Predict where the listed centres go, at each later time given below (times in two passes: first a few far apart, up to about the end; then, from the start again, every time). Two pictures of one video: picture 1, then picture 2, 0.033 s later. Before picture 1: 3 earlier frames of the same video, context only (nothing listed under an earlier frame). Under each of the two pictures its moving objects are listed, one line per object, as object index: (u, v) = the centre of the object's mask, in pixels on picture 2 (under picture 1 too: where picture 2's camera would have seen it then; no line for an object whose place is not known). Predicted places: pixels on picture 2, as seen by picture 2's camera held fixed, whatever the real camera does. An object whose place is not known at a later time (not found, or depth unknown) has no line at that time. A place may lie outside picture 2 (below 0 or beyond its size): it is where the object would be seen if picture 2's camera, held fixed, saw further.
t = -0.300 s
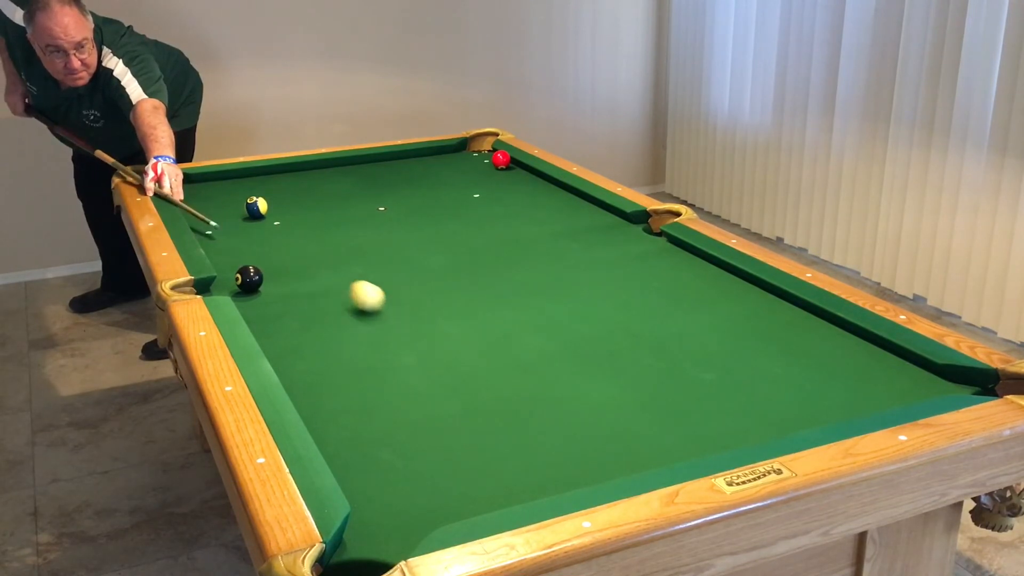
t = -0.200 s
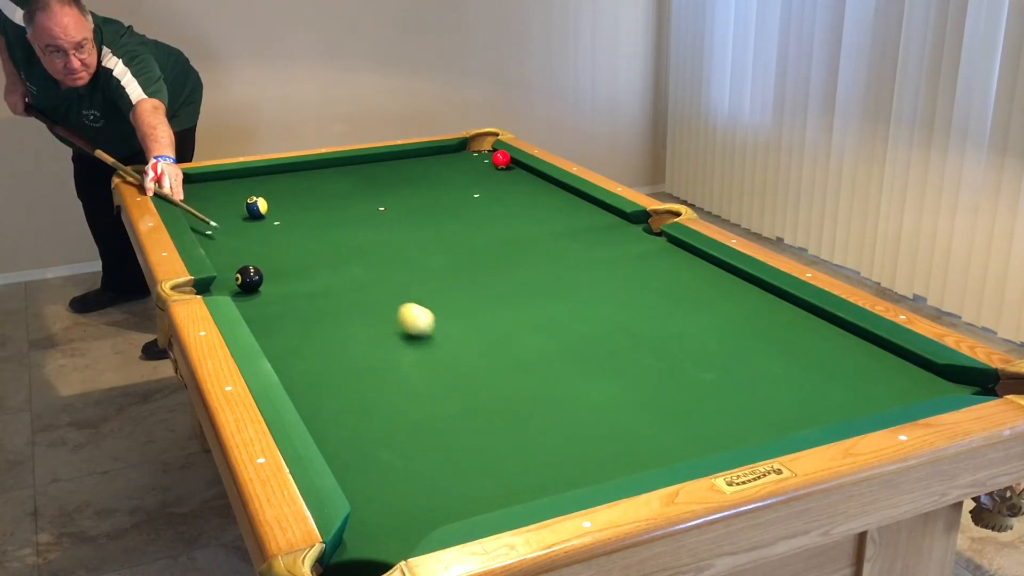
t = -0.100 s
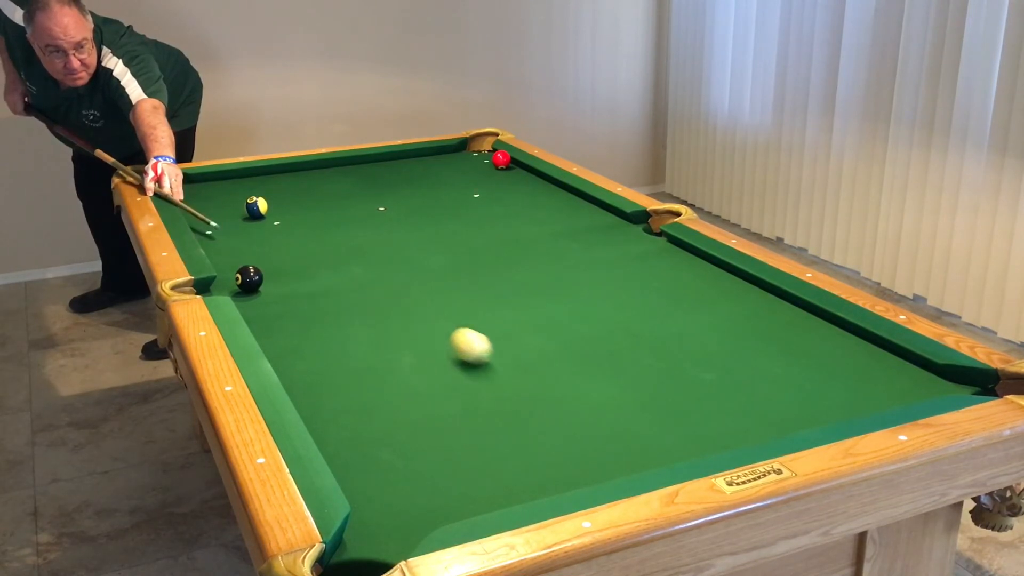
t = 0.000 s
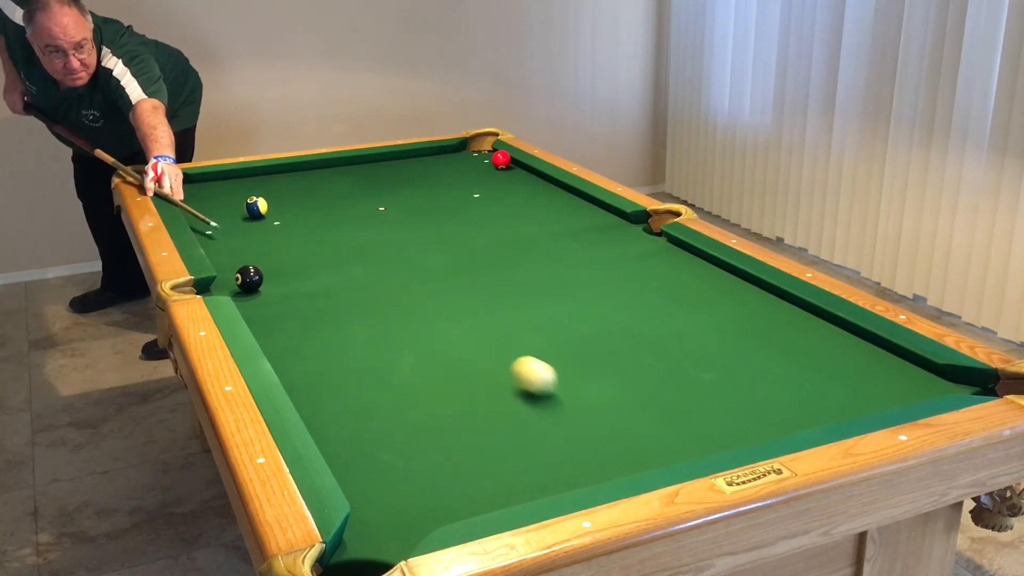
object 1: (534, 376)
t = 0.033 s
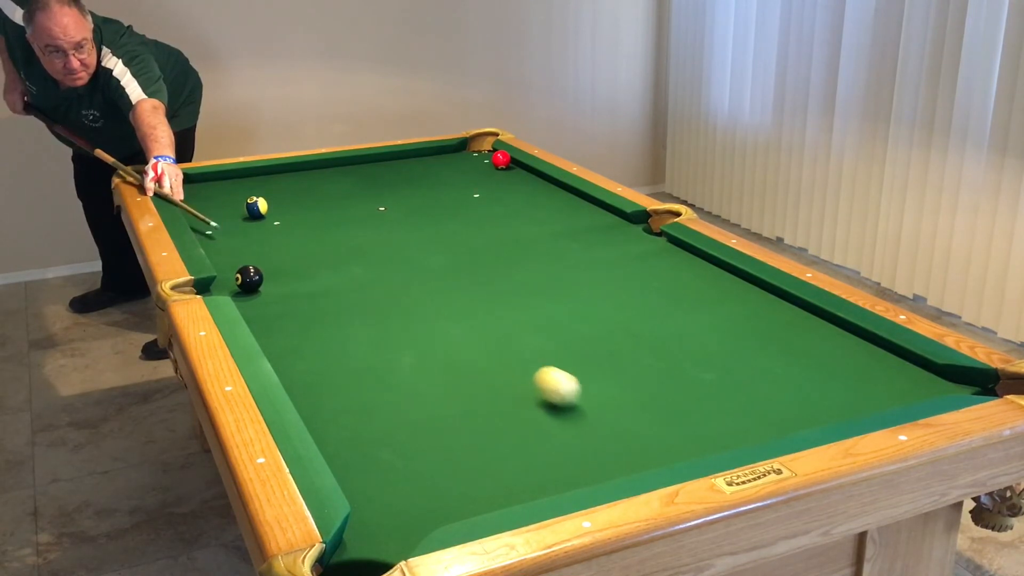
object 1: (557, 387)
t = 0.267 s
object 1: (676, 428)
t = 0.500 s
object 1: (636, 364)
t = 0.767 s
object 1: (606, 312)
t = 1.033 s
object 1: (583, 271)
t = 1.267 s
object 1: (567, 242)
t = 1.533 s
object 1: (552, 215)
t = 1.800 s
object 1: (539, 193)
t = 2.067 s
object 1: (528, 173)
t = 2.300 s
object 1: (504, 164)
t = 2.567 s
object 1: (482, 163)
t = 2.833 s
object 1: (463, 161)
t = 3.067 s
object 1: (447, 161)
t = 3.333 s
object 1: (430, 160)
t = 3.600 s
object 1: (415, 159)
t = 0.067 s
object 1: (581, 398)
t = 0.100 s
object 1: (606, 410)
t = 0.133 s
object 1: (632, 422)
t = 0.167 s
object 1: (659, 434)
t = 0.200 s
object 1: (686, 443)
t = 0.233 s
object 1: (686, 439)
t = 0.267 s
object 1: (676, 428)
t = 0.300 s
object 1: (668, 416)
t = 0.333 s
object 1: (660, 406)
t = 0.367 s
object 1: (654, 396)
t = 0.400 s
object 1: (649, 387)
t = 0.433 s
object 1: (644, 379)
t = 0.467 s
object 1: (640, 372)
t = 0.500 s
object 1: (636, 364)
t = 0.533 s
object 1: (631, 357)
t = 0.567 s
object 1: (627, 349)
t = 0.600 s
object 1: (624, 343)
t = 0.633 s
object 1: (620, 336)
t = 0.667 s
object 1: (616, 330)
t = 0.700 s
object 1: (613, 324)
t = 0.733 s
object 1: (609, 317)
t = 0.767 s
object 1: (606, 312)
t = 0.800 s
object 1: (603, 306)
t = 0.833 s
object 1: (600, 301)
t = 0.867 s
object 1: (597, 295)
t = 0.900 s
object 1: (594, 290)
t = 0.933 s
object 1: (591, 285)
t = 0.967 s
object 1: (588, 280)
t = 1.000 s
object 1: (586, 275)
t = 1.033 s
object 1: (583, 271)
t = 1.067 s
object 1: (581, 267)
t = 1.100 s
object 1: (578, 262)
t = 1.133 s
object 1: (576, 258)
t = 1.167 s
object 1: (574, 254)
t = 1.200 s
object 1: (571, 250)
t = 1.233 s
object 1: (569, 246)
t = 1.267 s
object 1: (567, 242)
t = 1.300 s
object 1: (565, 238)
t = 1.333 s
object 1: (563, 235)
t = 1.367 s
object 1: (561, 231)
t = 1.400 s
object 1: (559, 228)
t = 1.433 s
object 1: (557, 225)
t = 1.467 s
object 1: (555, 221)
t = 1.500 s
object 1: (554, 218)
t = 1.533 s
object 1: (552, 215)
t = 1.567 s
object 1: (550, 212)
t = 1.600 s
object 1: (548, 209)
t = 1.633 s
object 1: (547, 206)
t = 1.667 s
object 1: (545, 203)
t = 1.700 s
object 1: (544, 200)
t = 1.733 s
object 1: (542, 198)
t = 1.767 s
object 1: (541, 195)
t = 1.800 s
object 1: (539, 193)
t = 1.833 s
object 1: (538, 190)
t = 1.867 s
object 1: (536, 187)
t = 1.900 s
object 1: (535, 185)
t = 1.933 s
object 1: (533, 182)
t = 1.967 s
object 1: (532, 180)
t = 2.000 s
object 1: (531, 178)
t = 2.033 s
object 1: (530, 175)
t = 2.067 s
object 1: (528, 173)
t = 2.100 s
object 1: (527, 171)
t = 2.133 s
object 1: (523, 170)
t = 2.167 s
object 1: (519, 168)
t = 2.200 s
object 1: (514, 167)
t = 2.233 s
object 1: (511, 165)
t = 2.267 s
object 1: (506, 164)
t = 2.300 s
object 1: (504, 164)
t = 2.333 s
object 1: (501, 164)
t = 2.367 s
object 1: (498, 164)
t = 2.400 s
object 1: (495, 163)
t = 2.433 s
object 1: (493, 163)
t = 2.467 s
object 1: (490, 163)
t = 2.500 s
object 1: (488, 163)
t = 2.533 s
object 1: (485, 163)
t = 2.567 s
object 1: (482, 163)
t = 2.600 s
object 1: (480, 162)
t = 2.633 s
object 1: (477, 162)
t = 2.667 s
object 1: (475, 162)
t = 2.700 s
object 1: (472, 162)
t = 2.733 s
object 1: (470, 162)
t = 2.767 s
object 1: (467, 162)
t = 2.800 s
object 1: (465, 161)
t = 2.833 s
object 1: (463, 161)
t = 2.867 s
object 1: (460, 161)
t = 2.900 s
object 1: (458, 161)
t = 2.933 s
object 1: (455, 161)
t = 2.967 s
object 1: (453, 161)
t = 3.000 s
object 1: (451, 161)
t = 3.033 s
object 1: (449, 161)
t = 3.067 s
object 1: (447, 161)
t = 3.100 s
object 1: (444, 160)
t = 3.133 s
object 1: (442, 160)
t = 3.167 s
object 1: (440, 160)
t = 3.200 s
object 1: (438, 160)
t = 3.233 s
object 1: (436, 160)
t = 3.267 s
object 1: (434, 160)
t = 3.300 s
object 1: (432, 160)
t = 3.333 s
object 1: (430, 160)
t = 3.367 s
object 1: (428, 160)
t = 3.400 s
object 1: (426, 159)
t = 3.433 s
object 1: (424, 159)
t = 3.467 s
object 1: (423, 159)
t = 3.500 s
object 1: (421, 159)
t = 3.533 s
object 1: (419, 159)
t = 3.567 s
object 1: (417, 159)
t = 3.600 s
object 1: (415, 159)
